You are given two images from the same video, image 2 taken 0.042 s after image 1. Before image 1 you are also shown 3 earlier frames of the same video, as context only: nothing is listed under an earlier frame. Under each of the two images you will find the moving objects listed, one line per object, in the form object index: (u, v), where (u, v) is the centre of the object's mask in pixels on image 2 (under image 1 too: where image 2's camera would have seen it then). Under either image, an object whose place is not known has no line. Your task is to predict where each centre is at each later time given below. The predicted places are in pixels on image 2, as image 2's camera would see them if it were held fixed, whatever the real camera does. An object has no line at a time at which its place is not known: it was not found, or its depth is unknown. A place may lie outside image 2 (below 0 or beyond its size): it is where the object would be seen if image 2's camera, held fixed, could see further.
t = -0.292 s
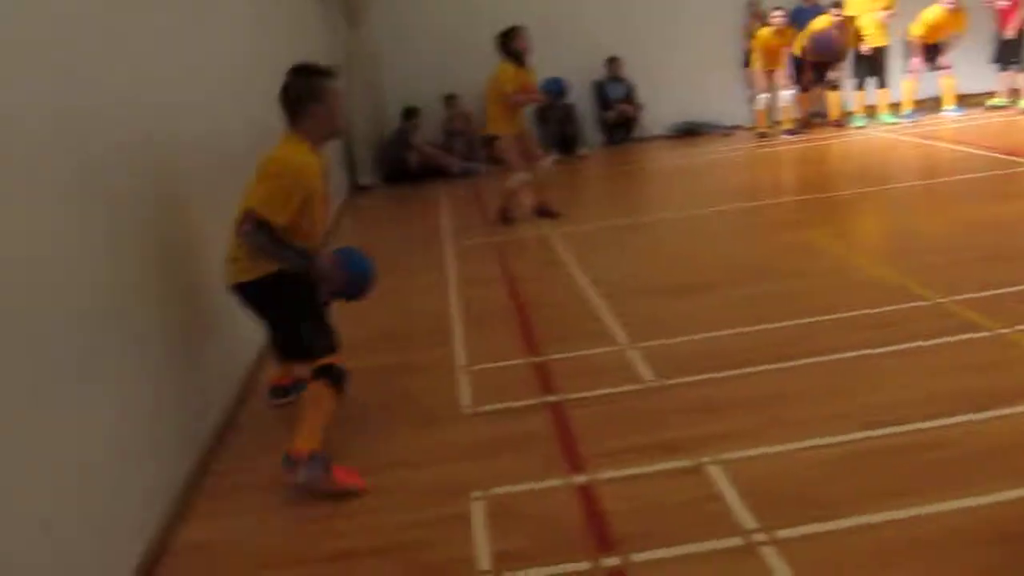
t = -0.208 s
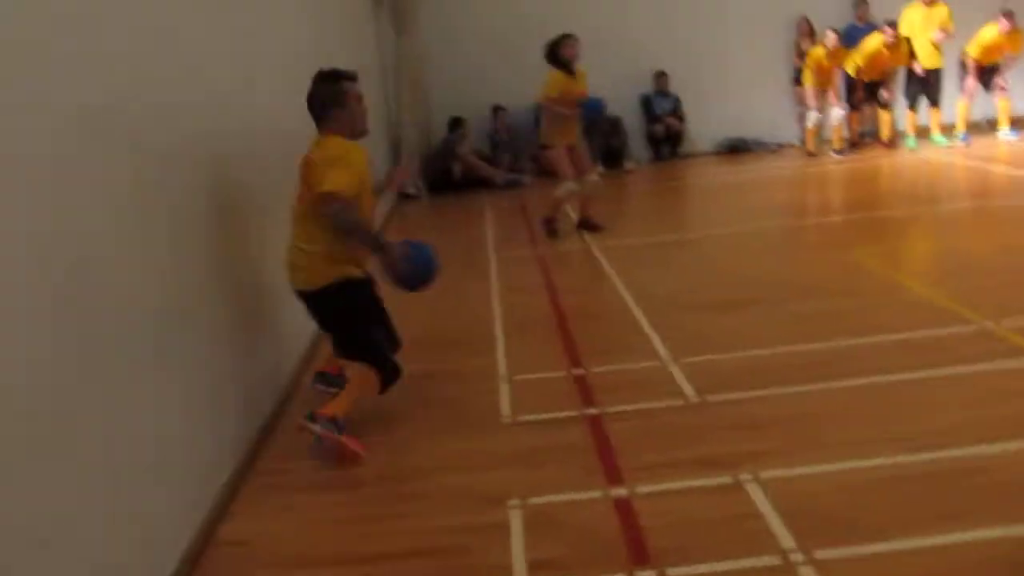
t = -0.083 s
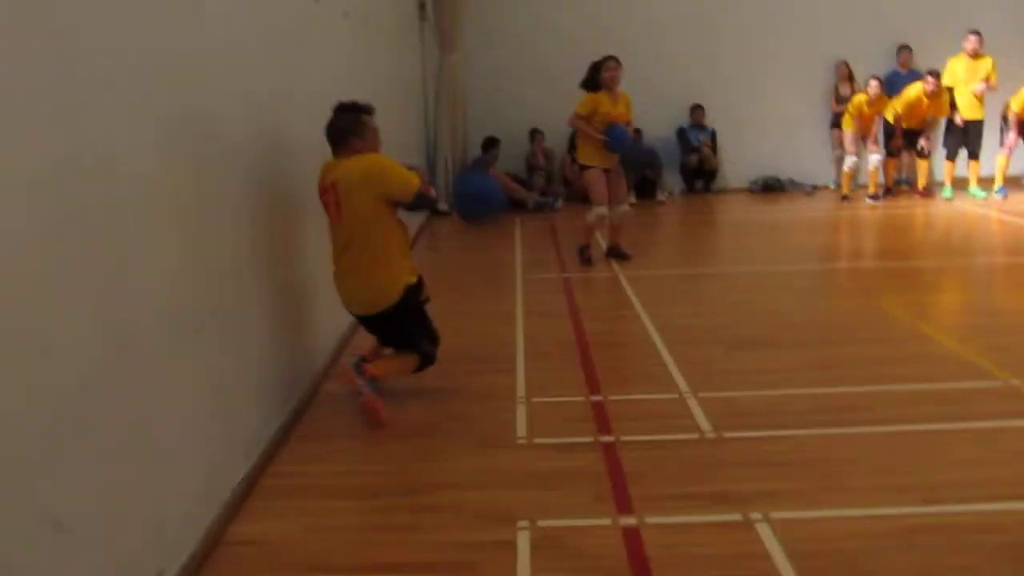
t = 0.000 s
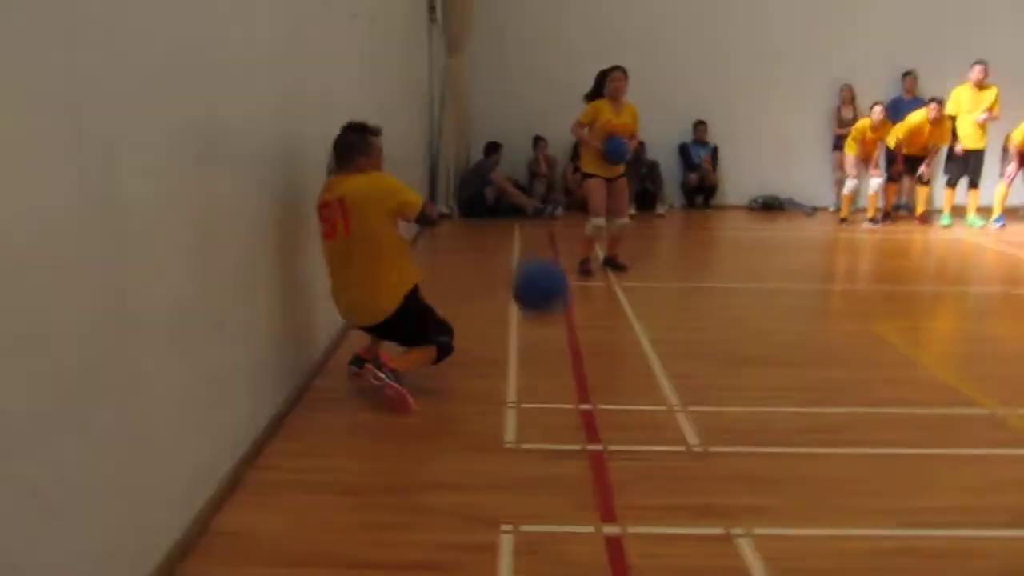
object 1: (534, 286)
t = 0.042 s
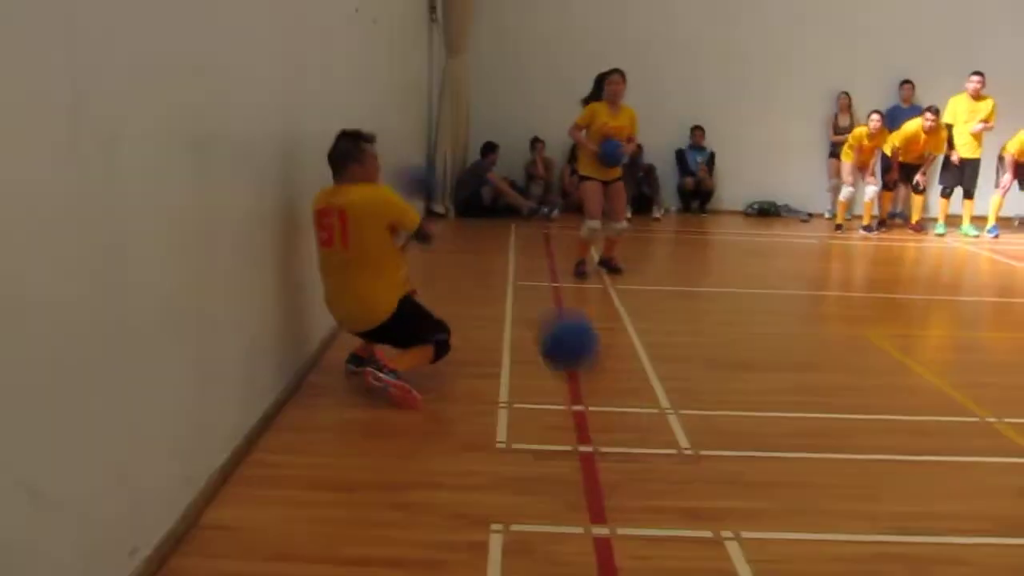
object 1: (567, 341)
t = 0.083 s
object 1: (607, 405)
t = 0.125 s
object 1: (648, 483)
